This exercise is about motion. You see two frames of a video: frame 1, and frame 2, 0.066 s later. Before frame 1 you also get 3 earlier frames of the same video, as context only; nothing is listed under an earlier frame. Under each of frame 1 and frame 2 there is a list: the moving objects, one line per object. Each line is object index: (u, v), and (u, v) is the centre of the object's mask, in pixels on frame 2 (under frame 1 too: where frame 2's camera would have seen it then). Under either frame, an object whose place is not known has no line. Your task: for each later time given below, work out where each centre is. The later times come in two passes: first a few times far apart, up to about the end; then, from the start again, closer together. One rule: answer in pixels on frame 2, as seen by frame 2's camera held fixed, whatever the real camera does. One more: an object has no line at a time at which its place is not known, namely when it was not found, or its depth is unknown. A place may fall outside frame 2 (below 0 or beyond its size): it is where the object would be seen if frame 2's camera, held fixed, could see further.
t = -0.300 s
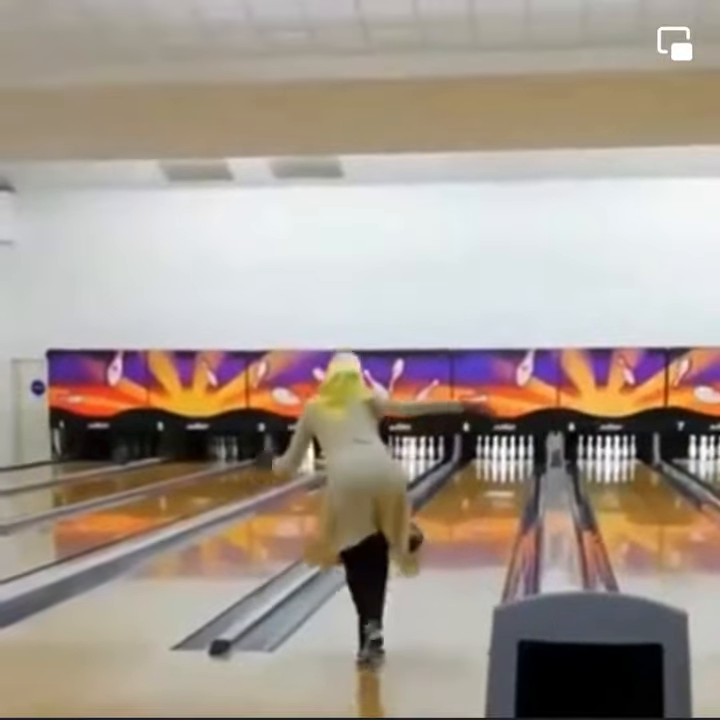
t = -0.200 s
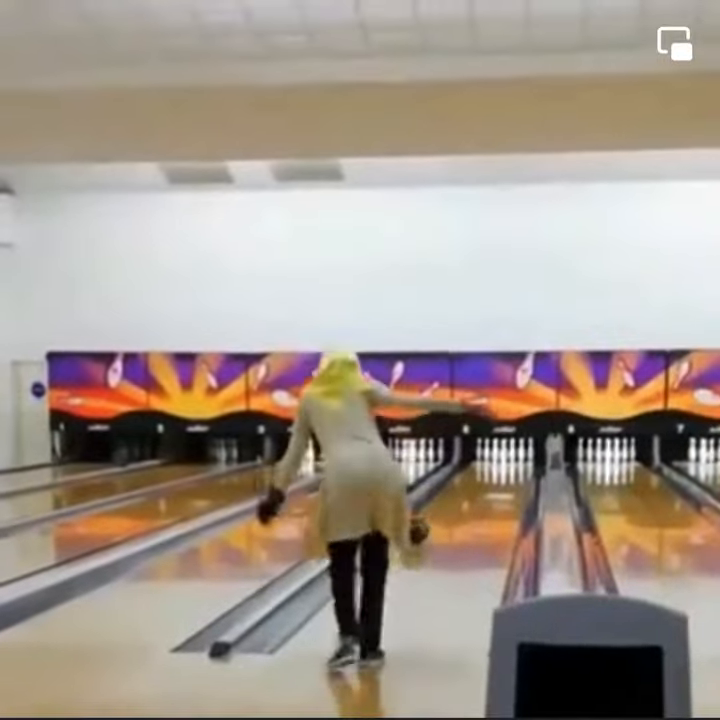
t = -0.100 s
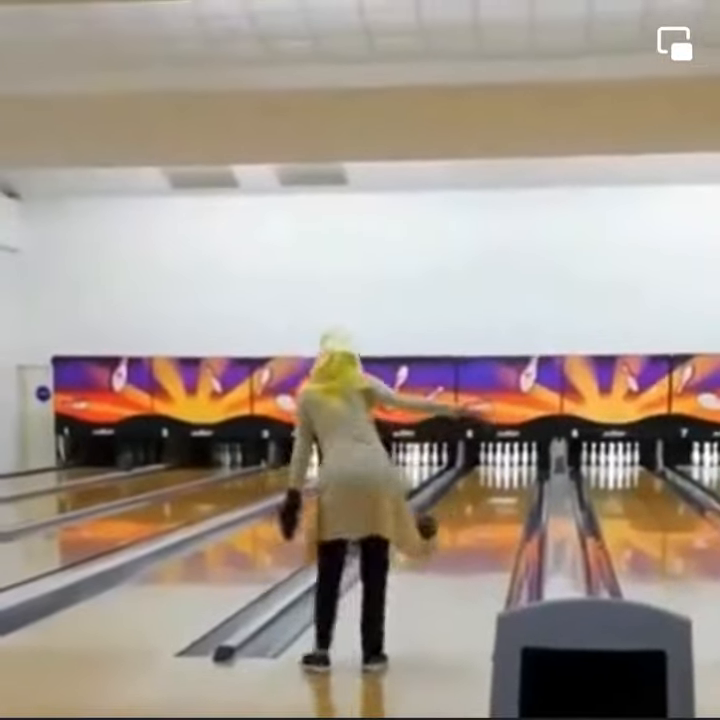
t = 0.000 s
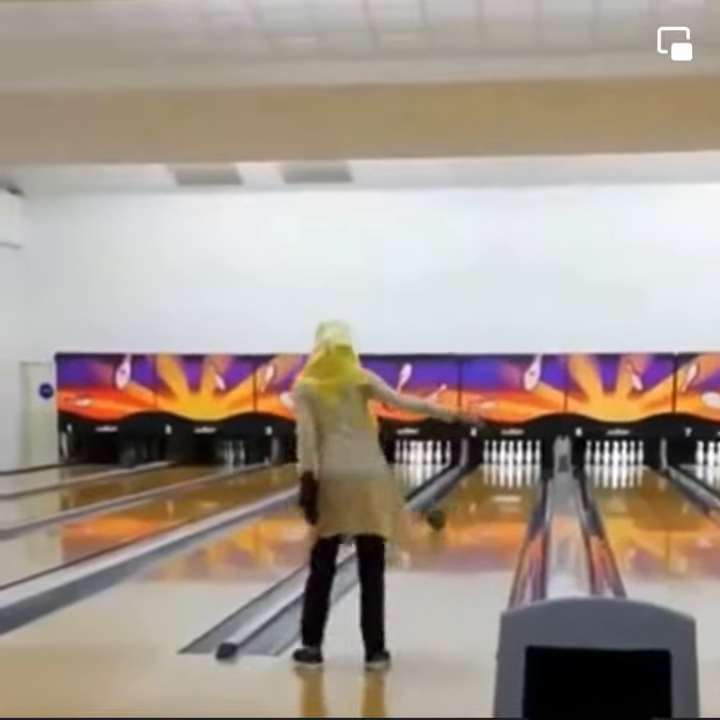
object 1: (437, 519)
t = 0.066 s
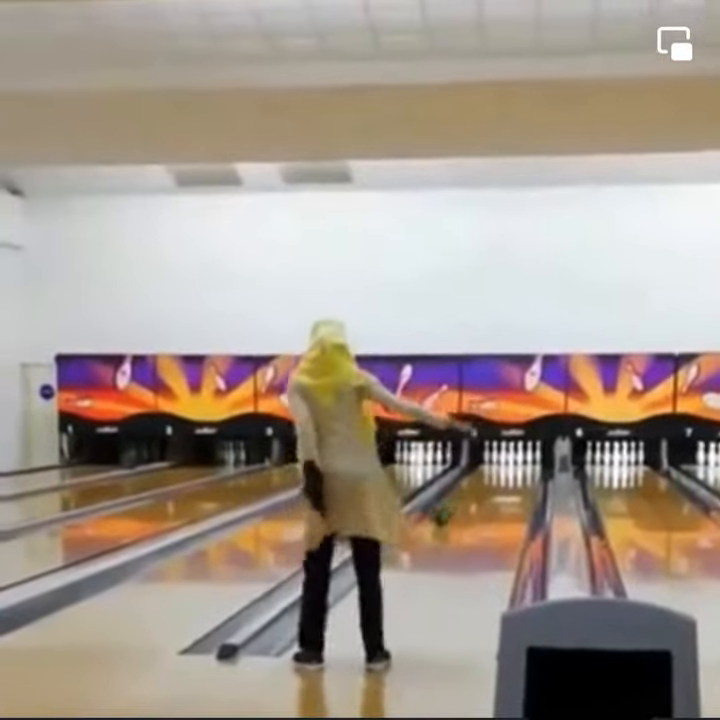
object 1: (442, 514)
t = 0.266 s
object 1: (449, 505)
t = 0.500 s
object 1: (459, 493)
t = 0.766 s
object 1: (469, 482)
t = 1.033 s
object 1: (477, 473)
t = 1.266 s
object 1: (481, 470)
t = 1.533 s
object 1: (493, 460)
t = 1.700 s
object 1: (498, 462)
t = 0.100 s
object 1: (442, 514)
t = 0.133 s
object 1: (445, 511)
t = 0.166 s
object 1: (445, 511)
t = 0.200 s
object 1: (448, 508)
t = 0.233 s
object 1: (450, 504)
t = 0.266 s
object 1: (449, 505)
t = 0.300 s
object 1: (450, 503)
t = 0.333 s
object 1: (453, 501)
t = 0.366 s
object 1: (454, 499)
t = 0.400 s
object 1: (455, 498)
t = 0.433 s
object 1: (456, 497)
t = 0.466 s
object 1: (456, 498)
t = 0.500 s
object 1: (459, 493)
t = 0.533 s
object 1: (458, 495)
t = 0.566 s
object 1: (461, 494)
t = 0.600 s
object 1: (465, 489)
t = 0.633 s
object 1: (465, 489)
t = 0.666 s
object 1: (468, 485)
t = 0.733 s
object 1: (469, 485)
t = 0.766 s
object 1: (469, 482)
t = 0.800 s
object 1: (467, 482)
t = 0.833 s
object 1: (471, 482)
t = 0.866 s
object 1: (470, 482)
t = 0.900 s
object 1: (473, 479)
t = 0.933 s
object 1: (474, 477)
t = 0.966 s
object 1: (474, 476)
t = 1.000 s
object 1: (476, 476)
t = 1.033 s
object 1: (477, 473)
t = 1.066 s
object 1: (477, 471)
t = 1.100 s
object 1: (480, 471)
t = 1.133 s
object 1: (480, 469)
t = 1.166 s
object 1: (479, 472)
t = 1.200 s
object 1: (482, 468)
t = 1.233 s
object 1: (482, 468)
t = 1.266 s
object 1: (481, 470)
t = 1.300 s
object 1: (483, 468)
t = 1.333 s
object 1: (483, 468)
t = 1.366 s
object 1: (487, 465)
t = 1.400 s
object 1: (487, 464)
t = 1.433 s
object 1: (488, 464)
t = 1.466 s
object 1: (489, 463)
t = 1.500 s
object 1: (491, 463)
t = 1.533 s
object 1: (493, 460)
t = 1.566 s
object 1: (493, 463)
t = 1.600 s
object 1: (493, 462)
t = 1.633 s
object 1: (493, 460)
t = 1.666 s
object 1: (496, 461)
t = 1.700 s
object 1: (498, 462)
